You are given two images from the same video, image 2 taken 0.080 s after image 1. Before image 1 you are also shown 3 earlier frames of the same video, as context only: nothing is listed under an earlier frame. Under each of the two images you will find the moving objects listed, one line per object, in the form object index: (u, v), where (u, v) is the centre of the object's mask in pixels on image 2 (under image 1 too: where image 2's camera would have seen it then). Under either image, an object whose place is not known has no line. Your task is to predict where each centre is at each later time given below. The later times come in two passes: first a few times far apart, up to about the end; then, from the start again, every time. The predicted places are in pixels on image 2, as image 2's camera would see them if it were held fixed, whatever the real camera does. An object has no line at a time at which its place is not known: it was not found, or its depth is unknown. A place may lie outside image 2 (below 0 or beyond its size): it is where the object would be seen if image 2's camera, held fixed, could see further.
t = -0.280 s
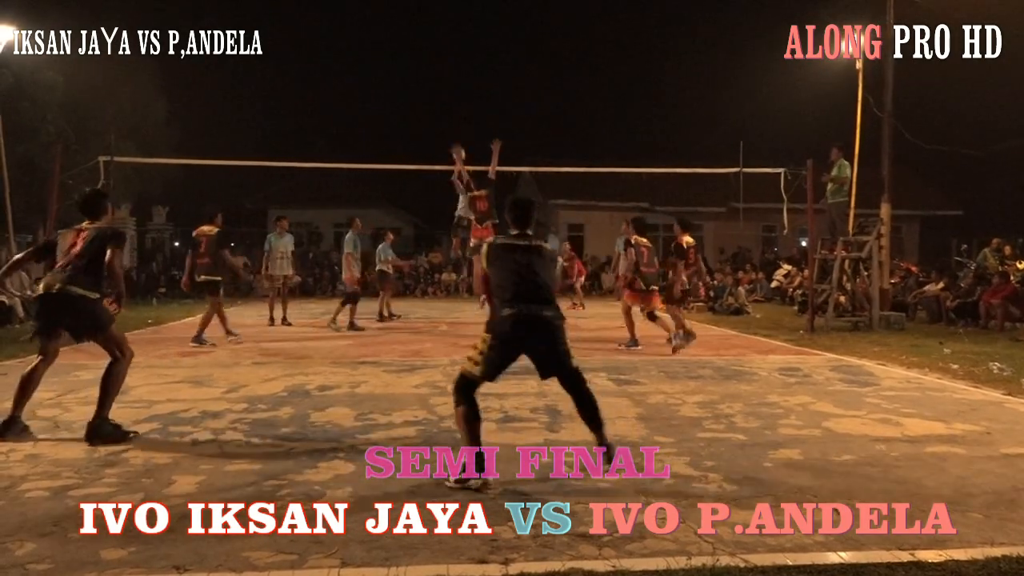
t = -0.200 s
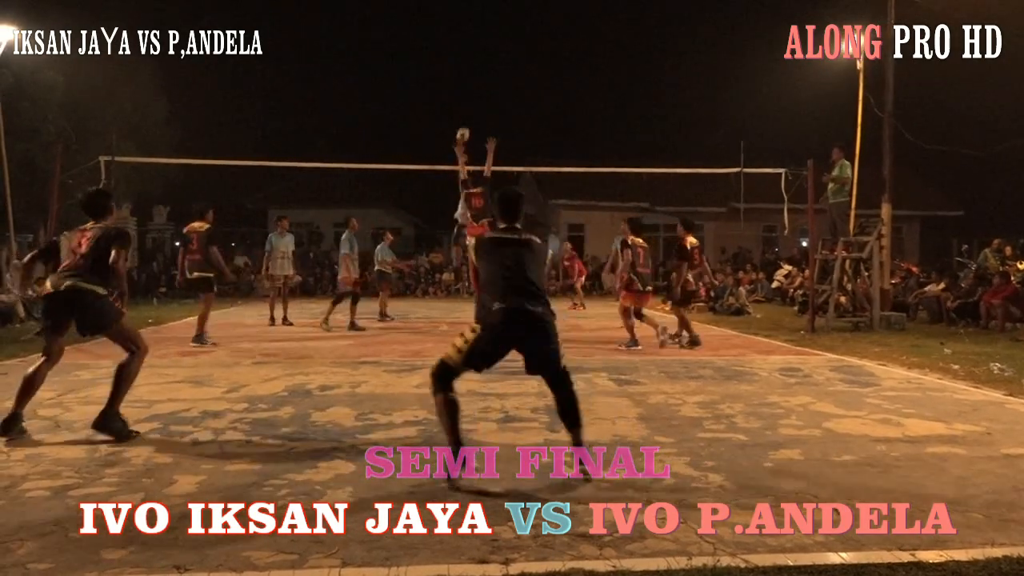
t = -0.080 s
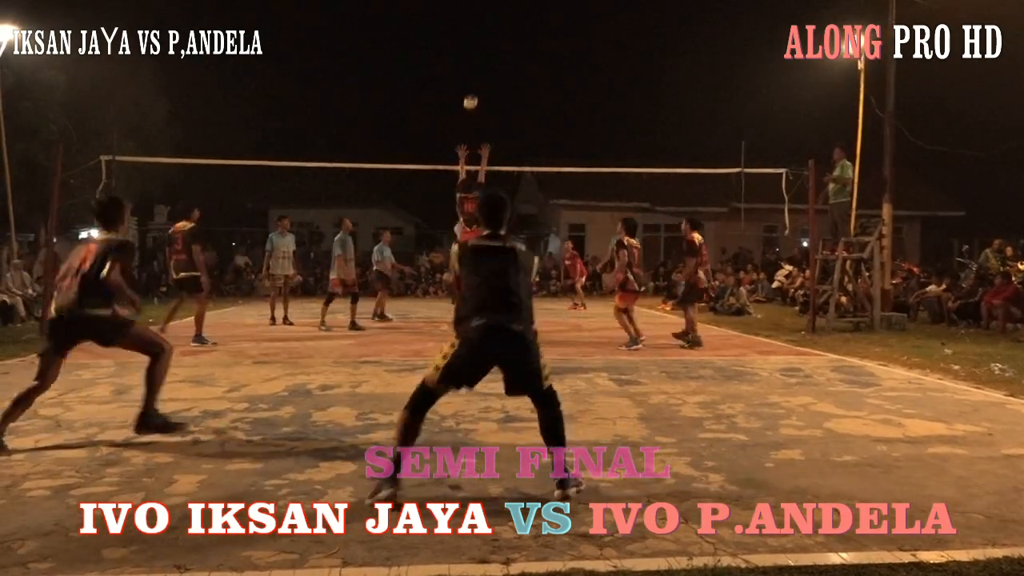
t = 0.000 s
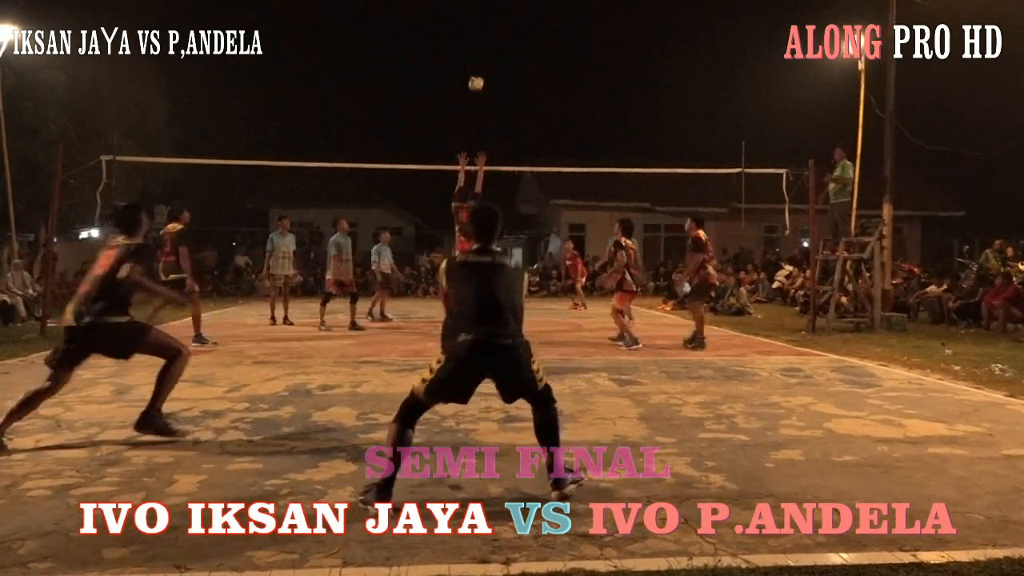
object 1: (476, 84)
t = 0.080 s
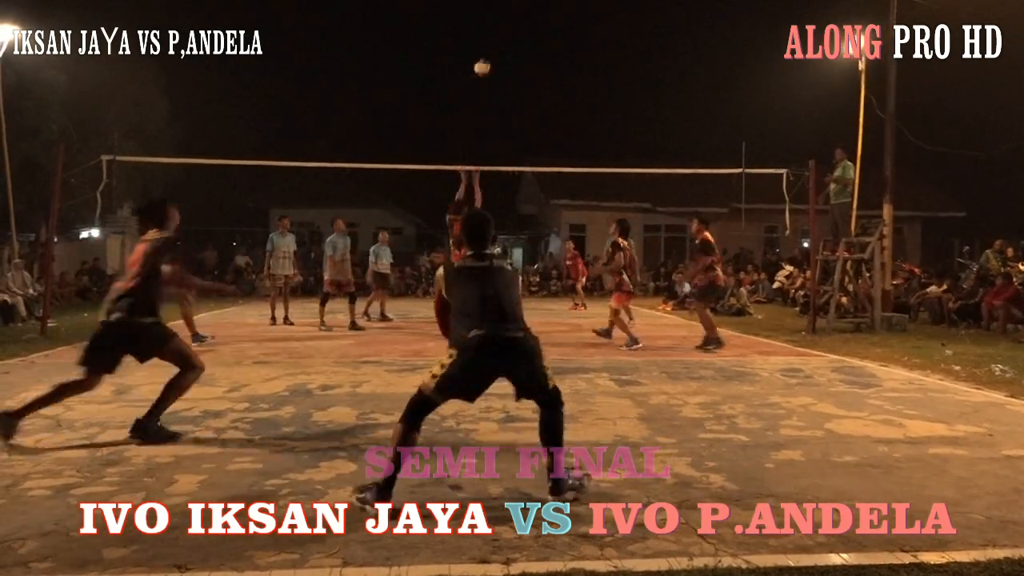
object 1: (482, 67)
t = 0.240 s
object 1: (496, 46)
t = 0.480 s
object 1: (526, 53)
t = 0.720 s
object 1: (578, 151)
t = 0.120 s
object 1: (485, 60)
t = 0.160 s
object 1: (488, 55)
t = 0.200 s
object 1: (492, 50)
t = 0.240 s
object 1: (496, 46)
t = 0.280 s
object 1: (500, 43)
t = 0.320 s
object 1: (505, 41)
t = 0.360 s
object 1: (509, 42)
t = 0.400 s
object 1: (514, 44)
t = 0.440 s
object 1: (520, 47)
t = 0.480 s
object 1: (526, 53)
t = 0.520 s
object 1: (533, 62)
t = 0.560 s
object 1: (540, 72)
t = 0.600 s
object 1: (548, 87)
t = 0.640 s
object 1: (557, 104)
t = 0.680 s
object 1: (567, 127)
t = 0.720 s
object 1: (578, 151)
